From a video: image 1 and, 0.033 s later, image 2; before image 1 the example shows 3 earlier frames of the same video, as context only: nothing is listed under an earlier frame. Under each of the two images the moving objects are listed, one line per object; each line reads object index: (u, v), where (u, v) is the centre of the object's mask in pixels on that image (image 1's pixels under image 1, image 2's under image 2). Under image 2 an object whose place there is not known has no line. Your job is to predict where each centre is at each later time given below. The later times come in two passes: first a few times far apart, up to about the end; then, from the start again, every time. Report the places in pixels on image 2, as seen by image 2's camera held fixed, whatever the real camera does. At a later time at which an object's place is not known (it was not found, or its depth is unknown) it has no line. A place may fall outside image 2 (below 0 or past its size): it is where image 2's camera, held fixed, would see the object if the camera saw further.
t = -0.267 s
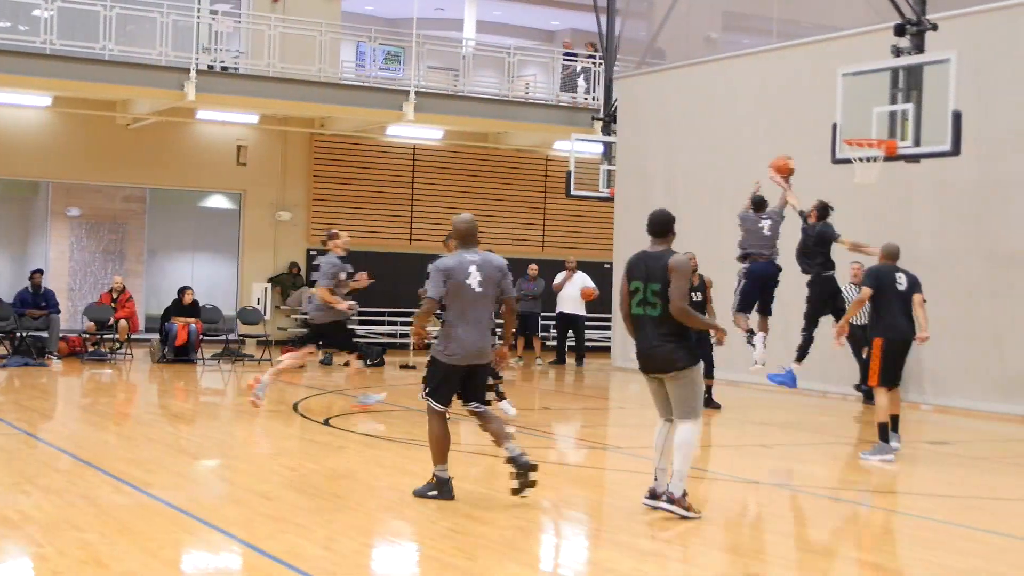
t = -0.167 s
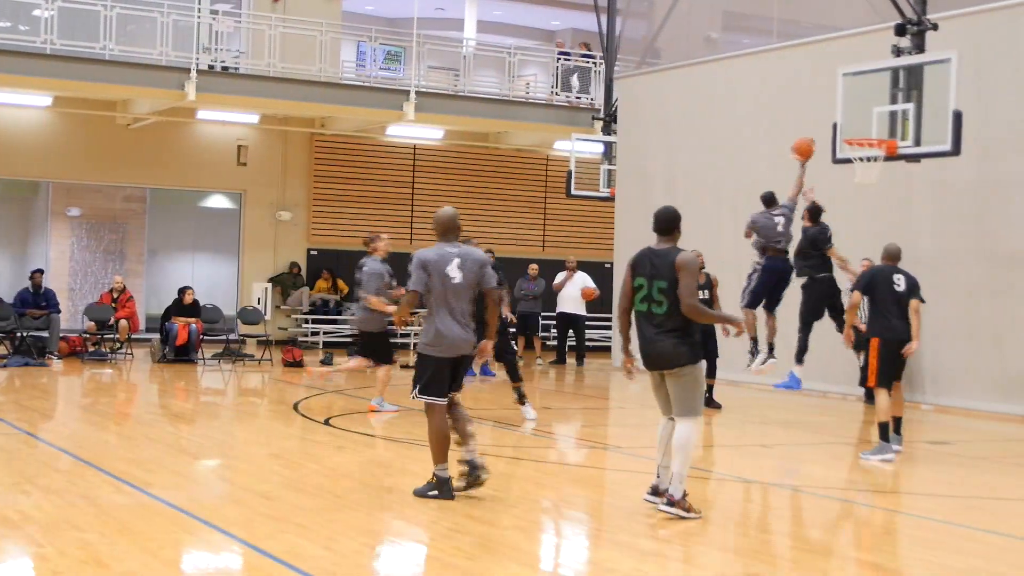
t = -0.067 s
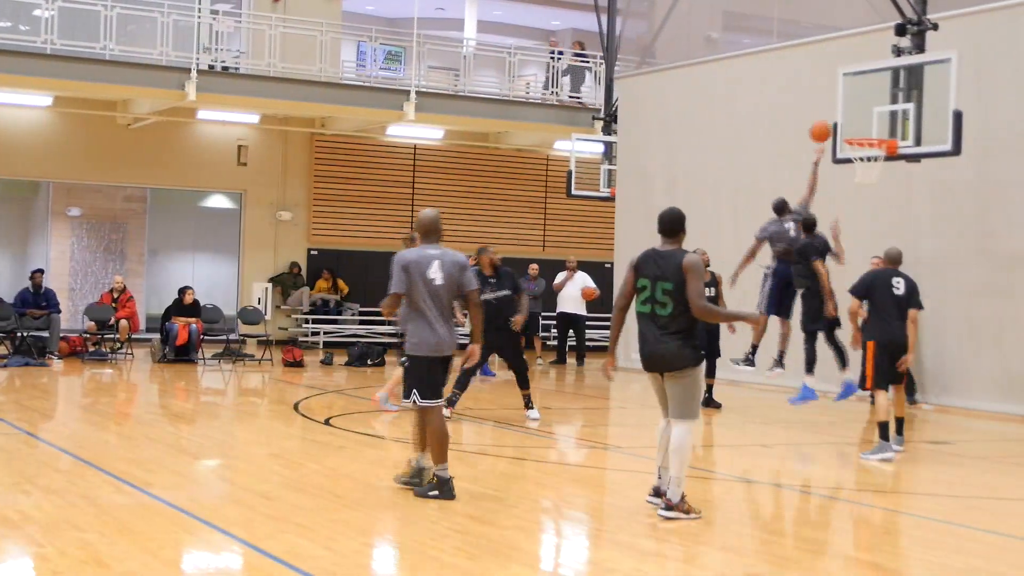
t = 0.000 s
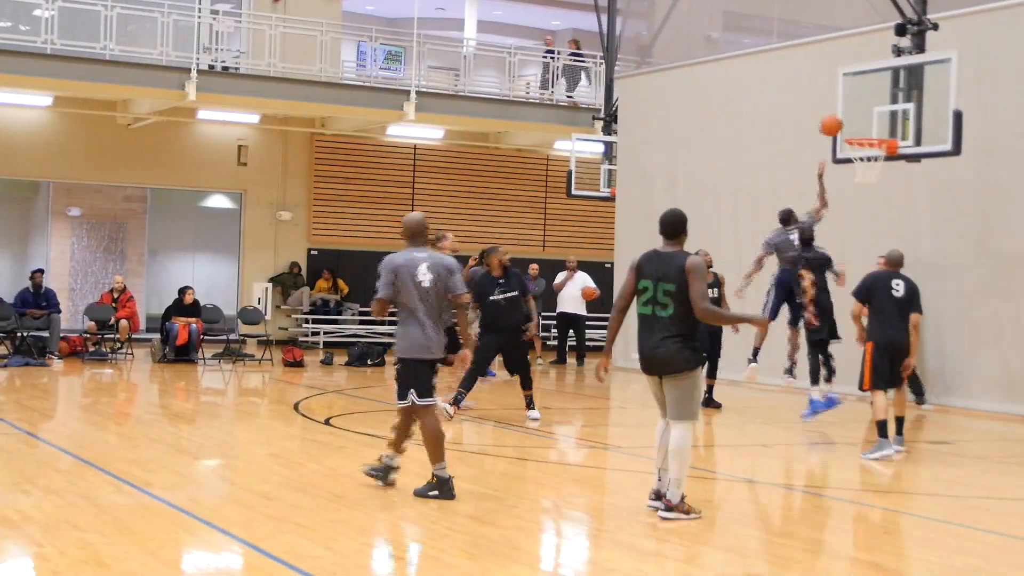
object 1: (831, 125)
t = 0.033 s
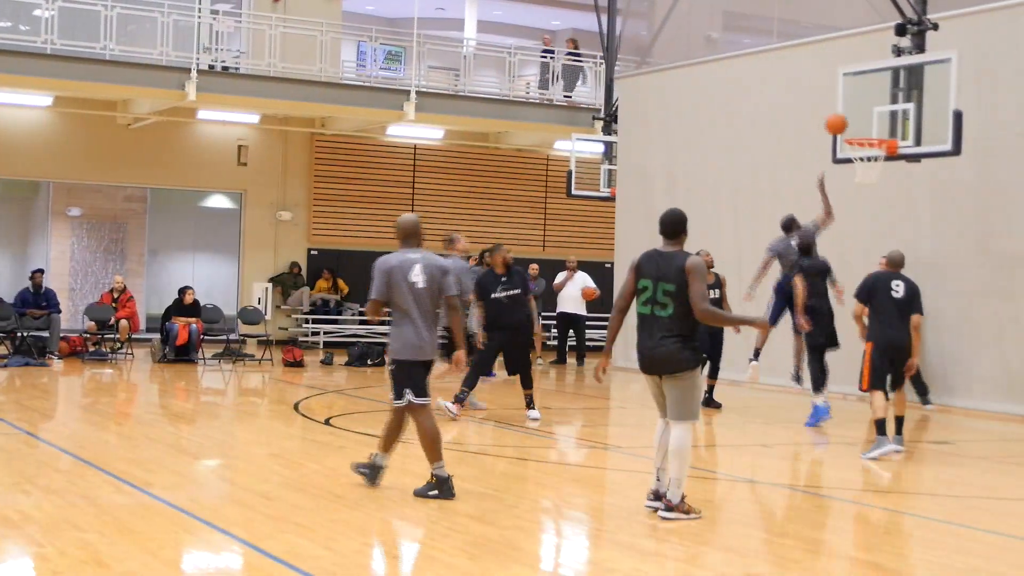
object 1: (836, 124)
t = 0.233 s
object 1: (866, 132)
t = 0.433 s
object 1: (872, 151)
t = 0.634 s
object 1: (865, 164)
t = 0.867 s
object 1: (857, 200)
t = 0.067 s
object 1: (841, 123)
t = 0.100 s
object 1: (847, 124)
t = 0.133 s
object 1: (852, 125)
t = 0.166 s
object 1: (856, 127)
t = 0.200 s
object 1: (861, 129)
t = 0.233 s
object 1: (866, 132)
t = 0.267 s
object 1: (871, 133)
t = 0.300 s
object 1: (871, 133)
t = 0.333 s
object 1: (871, 134)
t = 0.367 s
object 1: (874, 143)
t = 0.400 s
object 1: (872, 149)
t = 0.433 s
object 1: (872, 151)
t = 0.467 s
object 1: (870, 154)
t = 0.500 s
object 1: (870, 155)
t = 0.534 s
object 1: (870, 155)
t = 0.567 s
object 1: (868, 156)
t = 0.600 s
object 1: (866, 162)
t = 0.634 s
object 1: (865, 164)
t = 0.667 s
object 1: (864, 167)
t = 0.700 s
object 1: (862, 170)
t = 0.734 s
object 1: (861, 174)
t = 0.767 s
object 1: (860, 180)
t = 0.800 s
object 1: (860, 186)
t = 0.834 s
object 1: (858, 193)
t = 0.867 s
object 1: (857, 200)
